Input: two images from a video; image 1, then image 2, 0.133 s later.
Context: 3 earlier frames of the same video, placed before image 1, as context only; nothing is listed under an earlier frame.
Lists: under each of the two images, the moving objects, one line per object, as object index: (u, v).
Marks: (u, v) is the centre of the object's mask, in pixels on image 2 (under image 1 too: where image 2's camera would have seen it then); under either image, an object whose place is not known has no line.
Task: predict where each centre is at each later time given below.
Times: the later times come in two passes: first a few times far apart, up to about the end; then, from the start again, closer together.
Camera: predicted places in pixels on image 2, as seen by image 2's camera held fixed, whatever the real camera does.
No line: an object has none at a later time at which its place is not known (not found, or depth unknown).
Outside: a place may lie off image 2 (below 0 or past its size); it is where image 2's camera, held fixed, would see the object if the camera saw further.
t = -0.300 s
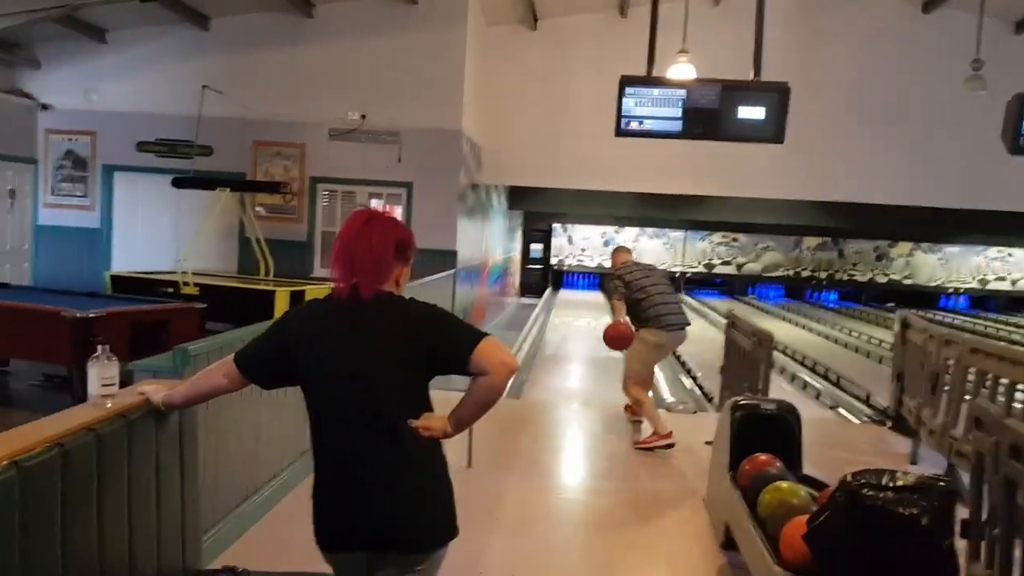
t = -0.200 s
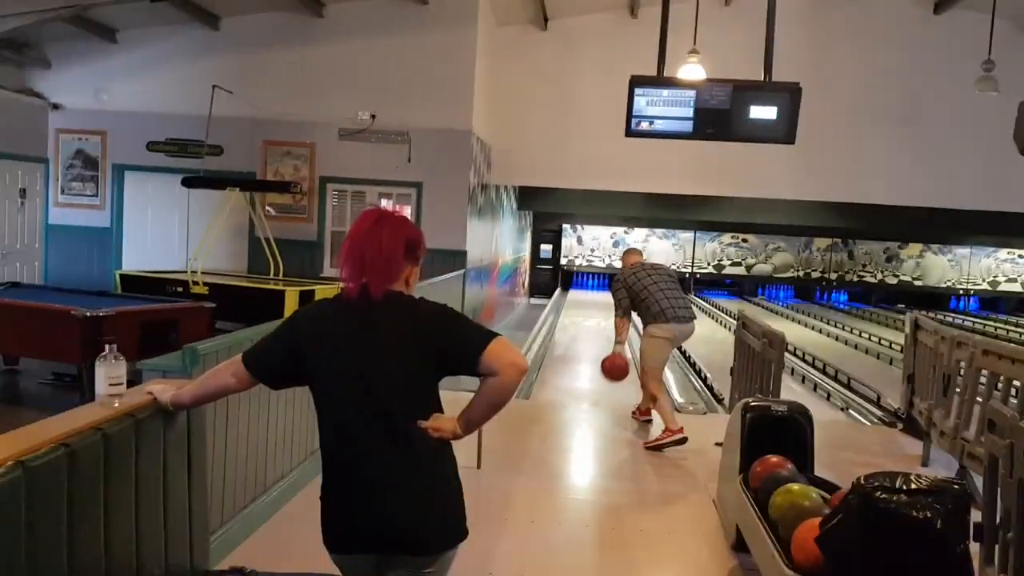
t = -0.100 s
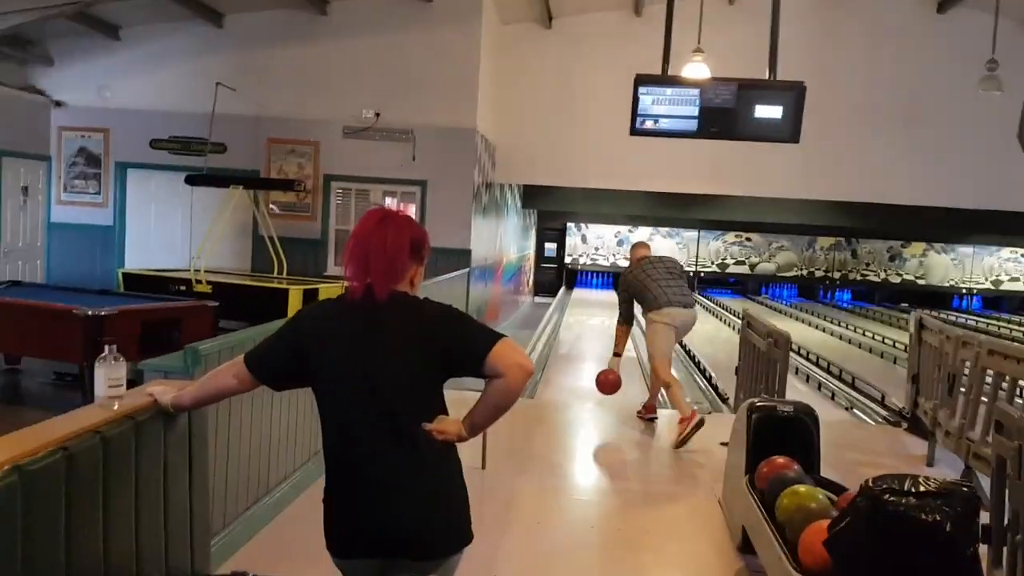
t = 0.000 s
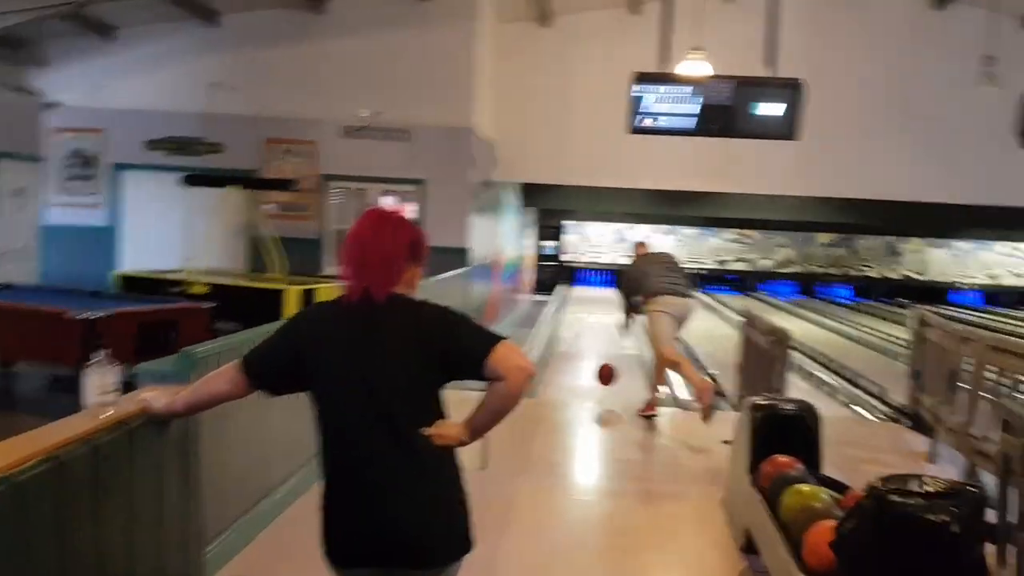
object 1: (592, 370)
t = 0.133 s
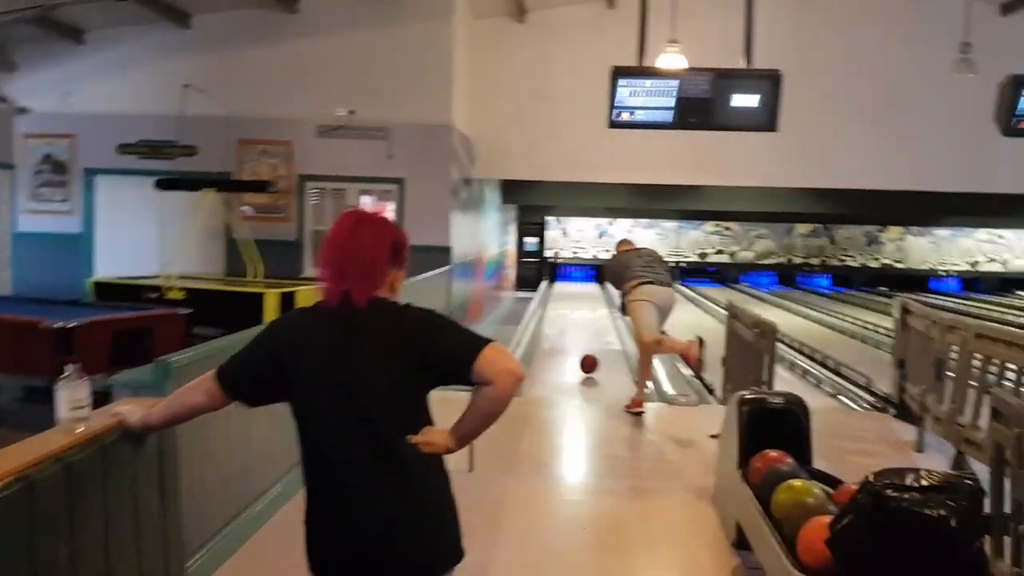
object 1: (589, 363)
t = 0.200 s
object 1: (588, 356)
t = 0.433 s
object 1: (586, 335)
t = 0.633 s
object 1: (584, 322)
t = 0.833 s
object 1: (583, 312)
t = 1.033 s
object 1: (581, 305)
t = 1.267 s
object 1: (580, 298)
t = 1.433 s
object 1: (582, 294)
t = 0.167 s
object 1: (588, 359)
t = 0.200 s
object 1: (588, 356)
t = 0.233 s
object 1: (588, 353)
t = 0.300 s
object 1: (587, 346)
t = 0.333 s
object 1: (586, 343)
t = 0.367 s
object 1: (586, 340)
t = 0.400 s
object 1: (586, 338)
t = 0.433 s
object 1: (586, 335)
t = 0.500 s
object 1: (585, 330)
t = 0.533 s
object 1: (585, 328)
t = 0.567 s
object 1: (585, 326)
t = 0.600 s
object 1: (584, 324)
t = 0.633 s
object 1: (584, 322)
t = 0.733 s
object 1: (584, 317)
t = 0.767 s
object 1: (583, 316)
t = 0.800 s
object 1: (583, 314)
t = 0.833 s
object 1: (583, 312)
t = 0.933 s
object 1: (582, 308)
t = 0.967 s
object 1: (582, 307)
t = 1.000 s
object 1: (581, 306)
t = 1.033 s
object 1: (581, 305)
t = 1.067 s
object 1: (581, 304)
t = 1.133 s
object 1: (581, 302)
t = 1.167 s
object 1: (581, 301)
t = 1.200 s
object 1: (581, 300)
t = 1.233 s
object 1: (581, 299)
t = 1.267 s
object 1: (580, 298)
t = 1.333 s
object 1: (581, 296)
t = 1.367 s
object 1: (582, 295)
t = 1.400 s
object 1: (582, 294)
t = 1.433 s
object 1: (582, 294)
